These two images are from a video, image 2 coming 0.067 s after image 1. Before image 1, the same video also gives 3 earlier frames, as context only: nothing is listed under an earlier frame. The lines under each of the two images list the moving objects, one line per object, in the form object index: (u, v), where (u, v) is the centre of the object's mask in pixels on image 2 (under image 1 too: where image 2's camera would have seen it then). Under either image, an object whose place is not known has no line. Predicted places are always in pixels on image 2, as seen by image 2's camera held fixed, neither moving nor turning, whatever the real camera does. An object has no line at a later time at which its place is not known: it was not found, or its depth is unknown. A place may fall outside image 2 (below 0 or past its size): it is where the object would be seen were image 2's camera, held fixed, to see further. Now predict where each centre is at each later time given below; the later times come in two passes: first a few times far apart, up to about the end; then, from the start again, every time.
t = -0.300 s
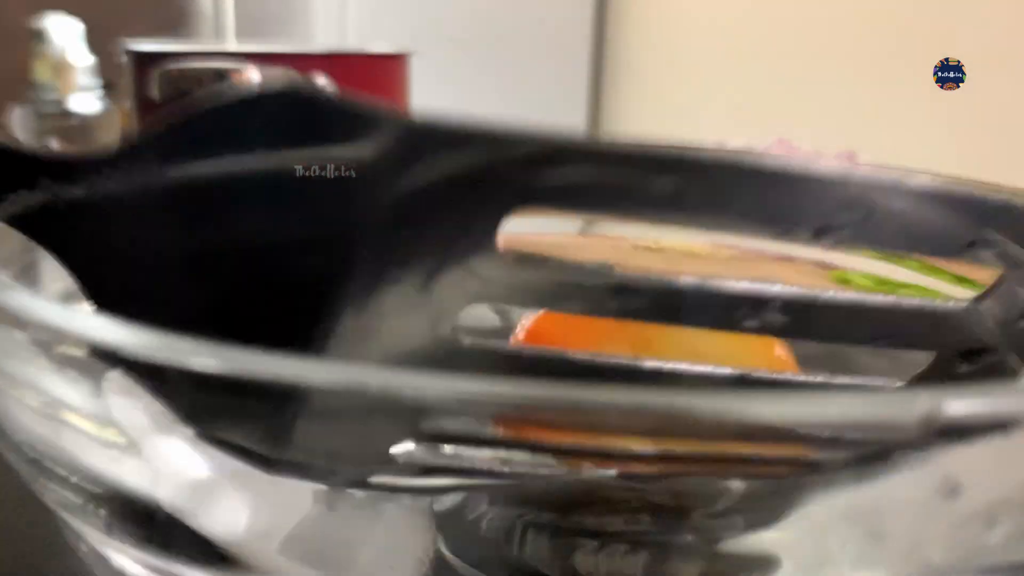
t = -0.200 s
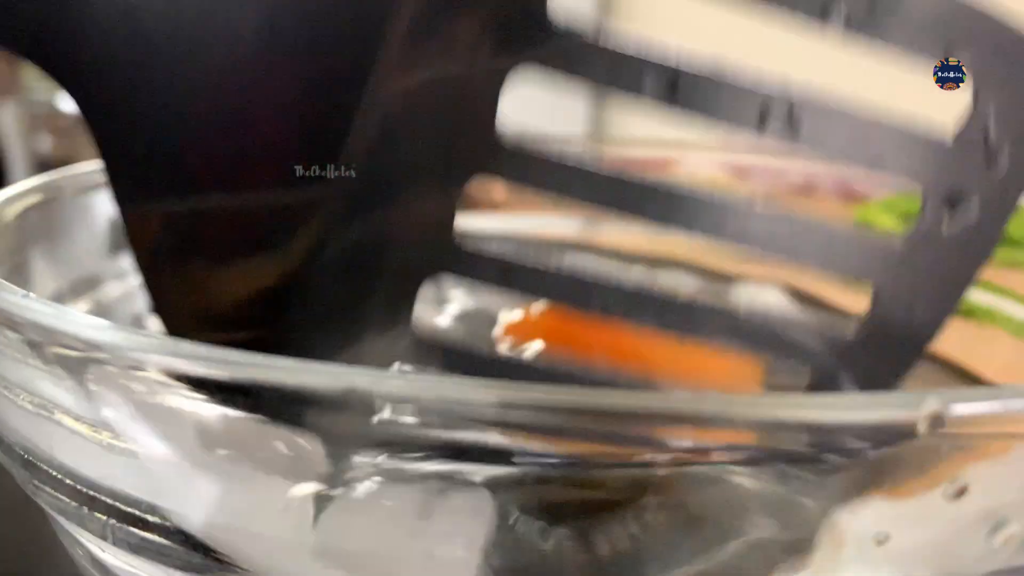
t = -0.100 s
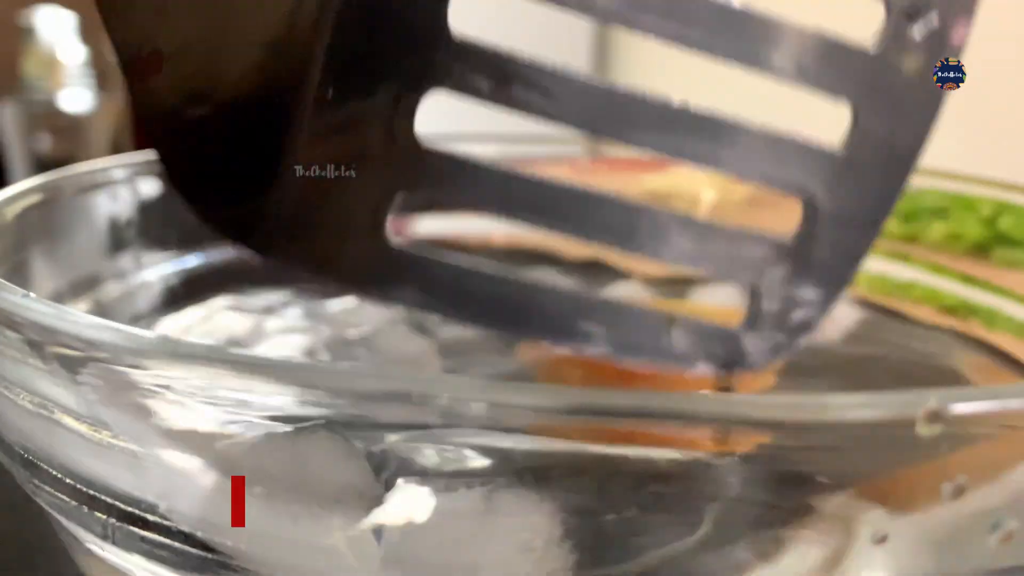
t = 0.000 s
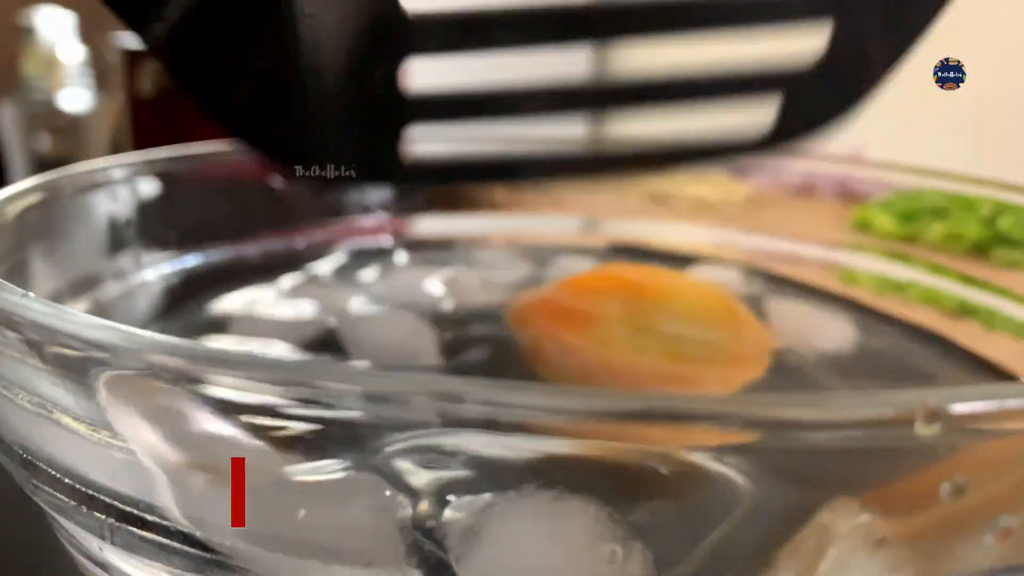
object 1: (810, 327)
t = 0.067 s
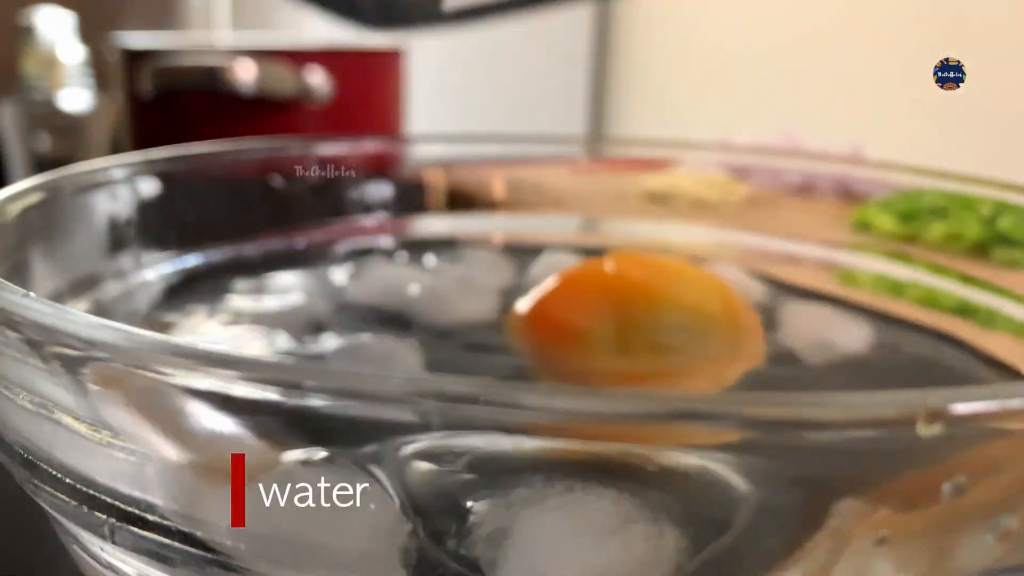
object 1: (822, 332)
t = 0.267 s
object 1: (846, 335)
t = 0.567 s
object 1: (835, 344)
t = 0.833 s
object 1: (828, 343)
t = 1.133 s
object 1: (811, 346)
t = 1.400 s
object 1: (792, 342)
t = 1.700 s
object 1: (768, 338)
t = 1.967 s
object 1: (740, 333)
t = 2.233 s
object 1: (705, 329)
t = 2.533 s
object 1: (664, 324)
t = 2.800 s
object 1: (630, 321)
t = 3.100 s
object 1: (592, 318)
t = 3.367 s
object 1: (559, 318)
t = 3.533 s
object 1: (546, 321)
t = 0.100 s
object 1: (838, 332)
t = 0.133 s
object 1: (850, 336)
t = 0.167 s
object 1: (854, 338)
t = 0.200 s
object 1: (856, 341)
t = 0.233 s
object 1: (854, 338)
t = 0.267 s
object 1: (846, 335)
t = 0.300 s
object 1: (839, 335)
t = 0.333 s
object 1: (840, 340)
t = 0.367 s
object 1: (847, 344)
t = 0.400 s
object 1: (854, 343)
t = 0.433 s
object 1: (860, 338)
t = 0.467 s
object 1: (857, 334)
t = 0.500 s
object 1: (847, 335)
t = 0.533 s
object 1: (837, 341)
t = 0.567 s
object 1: (835, 344)
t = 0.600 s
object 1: (836, 345)
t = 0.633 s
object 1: (843, 342)
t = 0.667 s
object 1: (847, 339)
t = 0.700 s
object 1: (847, 338)
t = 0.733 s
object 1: (845, 338)
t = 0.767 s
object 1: (839, 341)
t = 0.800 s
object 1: (832, 342)
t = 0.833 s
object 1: (828, 343)
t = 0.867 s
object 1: (829, 343)
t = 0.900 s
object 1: (831, 344)
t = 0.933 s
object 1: (835, 343)
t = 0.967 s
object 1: (836, 341)
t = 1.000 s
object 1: (831, 339)
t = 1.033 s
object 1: (823, 340)
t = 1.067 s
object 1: (816, 341)
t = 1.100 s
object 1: (811, 344)
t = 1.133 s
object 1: (811, 346)
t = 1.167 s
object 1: (815, 343)
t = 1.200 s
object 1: (817, 340)
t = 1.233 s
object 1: (817, 338)
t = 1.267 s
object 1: (811, 338)
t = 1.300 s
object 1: (801, 340)
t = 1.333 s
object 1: (793, 343)
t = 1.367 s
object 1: (791, 343)
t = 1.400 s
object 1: (792, 342)
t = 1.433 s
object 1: (795, 340)
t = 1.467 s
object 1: (795, 339)
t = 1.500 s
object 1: (792, 338)
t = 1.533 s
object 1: (784, 338)
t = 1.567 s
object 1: (778, 338)
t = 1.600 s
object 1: (771, 339)
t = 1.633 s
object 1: (767, 340)
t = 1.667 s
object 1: (766, 339)
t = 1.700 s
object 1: (768, 338)
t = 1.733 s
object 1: (768, 337)
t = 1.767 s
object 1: (764, 335)
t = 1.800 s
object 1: (756, 333)
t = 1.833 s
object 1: (746, 334)
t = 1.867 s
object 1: (740, 335)
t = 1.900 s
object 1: (738, 336)
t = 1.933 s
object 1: (739, 335)
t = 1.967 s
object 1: (740, 333)
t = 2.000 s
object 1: (738, 331)
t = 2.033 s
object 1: (730, 329)
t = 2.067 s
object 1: (724, 329)
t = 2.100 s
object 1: (715, 329)
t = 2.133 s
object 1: (709, 330)
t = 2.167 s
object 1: (707, 330)
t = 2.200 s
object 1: (706, 329)
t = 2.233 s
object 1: (705, 329)
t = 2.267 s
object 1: (701, 328)
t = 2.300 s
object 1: (694, 327)
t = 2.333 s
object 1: (686, 325)
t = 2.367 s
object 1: (678, 324)
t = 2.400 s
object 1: (674, 325)
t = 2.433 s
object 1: (671, 326)
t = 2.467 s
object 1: (670, 326)
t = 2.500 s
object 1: (669, 325)
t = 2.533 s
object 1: (664, 324)
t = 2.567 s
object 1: (658, 323)
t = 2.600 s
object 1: (649, 321)
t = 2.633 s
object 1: (643, 321)
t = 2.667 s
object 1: (638, 322)
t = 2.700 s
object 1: (636, 323)
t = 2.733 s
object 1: (636, 323)
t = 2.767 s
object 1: (635, 323)
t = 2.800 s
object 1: (630, 321)
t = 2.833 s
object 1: (623, 319)
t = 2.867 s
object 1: (615, 319)
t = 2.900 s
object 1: (610, 319)
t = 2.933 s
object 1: (606, 319)
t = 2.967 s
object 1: (605, 320)
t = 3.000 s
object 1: (605, 321)
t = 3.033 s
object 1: (603, 321)
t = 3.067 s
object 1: (599, 320)
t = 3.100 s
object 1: (592, 318)
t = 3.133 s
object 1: (584, 317)
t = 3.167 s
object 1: (578, 317)
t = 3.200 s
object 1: (575, 319)
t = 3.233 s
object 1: (576, 320)
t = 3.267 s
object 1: (575, 320)
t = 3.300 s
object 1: (572, 321)
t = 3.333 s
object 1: (566, 319)
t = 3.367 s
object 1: (559, 318)
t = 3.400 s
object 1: (554, 317)
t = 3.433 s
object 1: (549, 317)
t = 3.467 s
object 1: (548, 319)
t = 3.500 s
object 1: (547, 320)
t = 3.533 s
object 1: (546, 321)
